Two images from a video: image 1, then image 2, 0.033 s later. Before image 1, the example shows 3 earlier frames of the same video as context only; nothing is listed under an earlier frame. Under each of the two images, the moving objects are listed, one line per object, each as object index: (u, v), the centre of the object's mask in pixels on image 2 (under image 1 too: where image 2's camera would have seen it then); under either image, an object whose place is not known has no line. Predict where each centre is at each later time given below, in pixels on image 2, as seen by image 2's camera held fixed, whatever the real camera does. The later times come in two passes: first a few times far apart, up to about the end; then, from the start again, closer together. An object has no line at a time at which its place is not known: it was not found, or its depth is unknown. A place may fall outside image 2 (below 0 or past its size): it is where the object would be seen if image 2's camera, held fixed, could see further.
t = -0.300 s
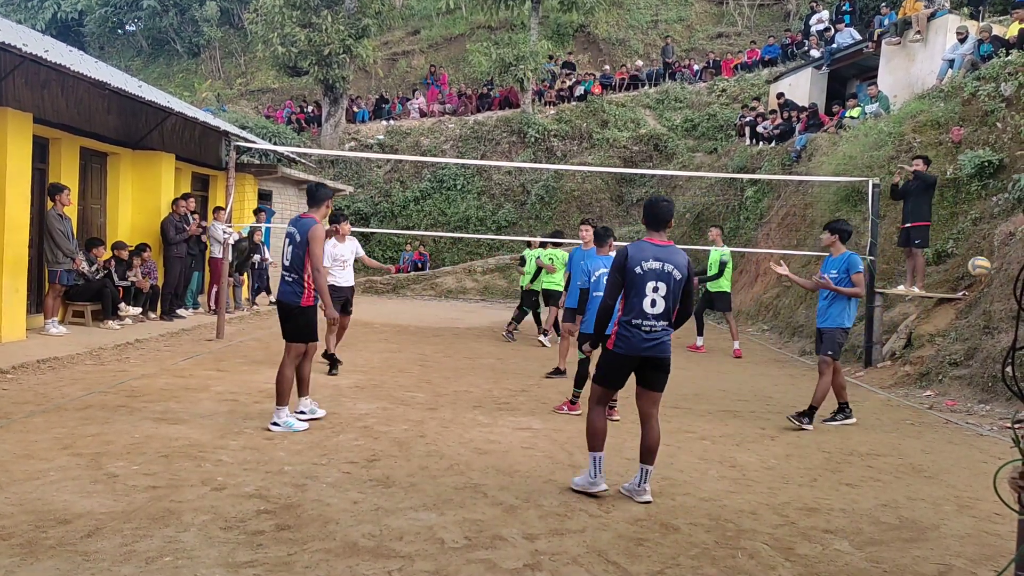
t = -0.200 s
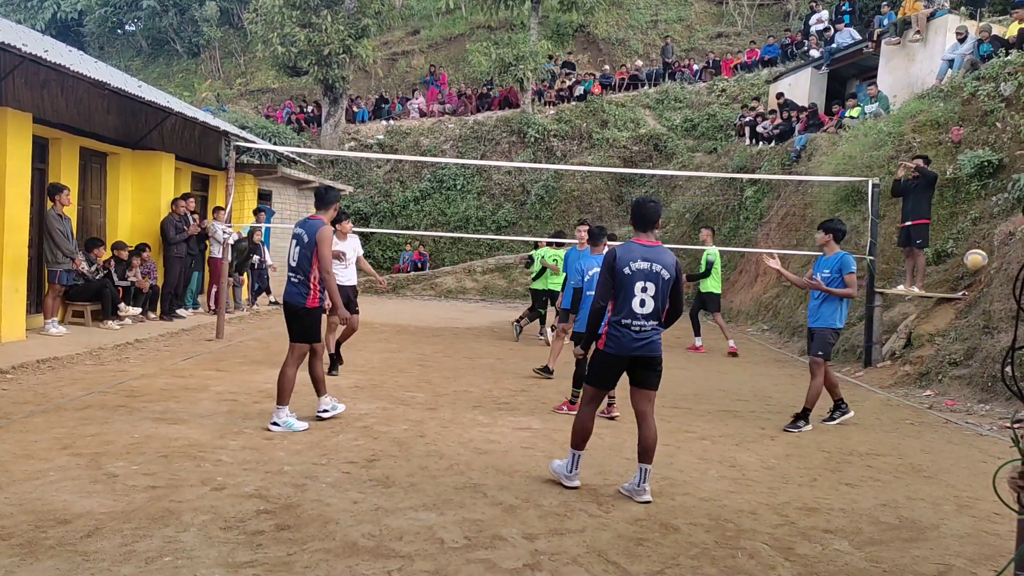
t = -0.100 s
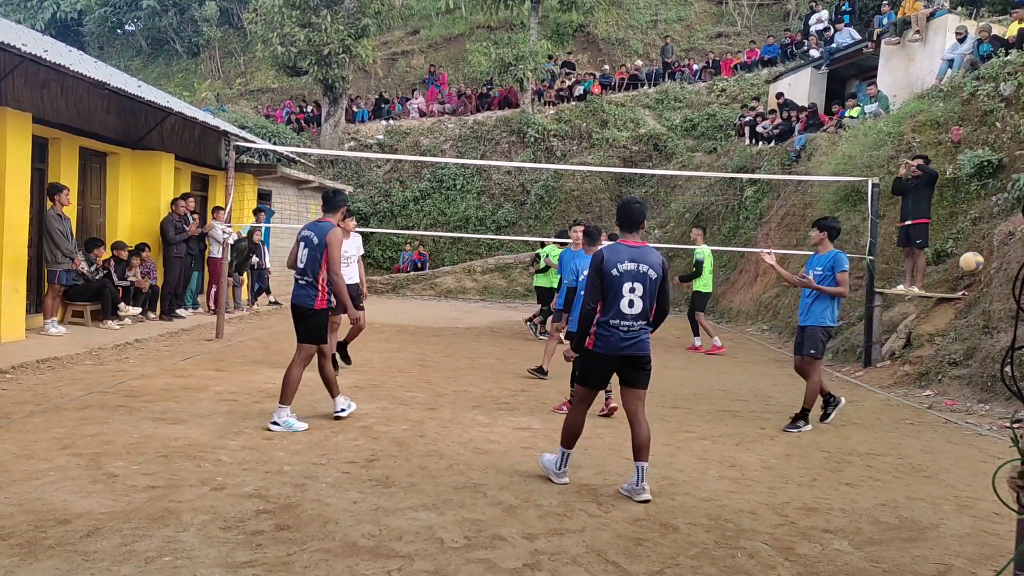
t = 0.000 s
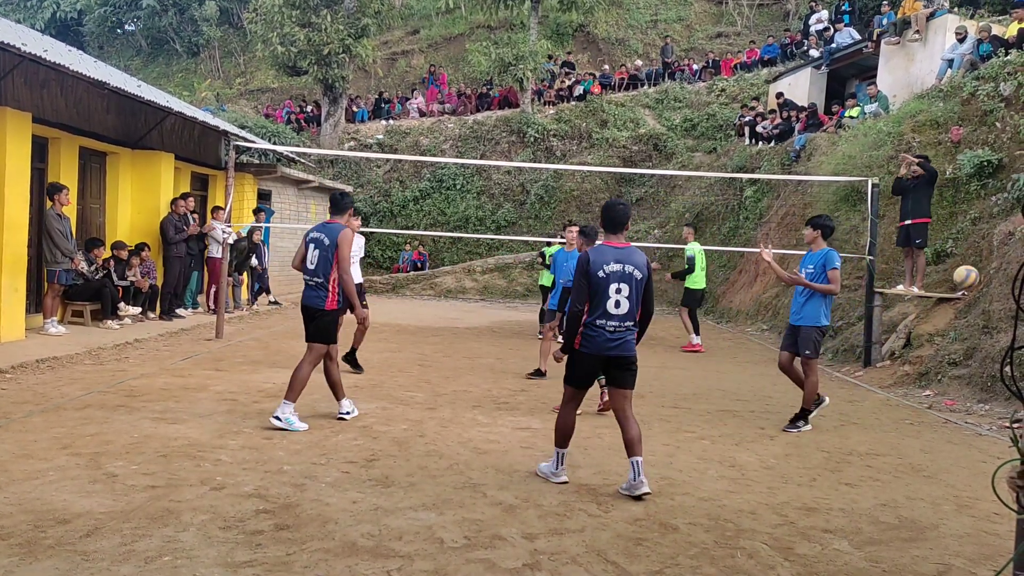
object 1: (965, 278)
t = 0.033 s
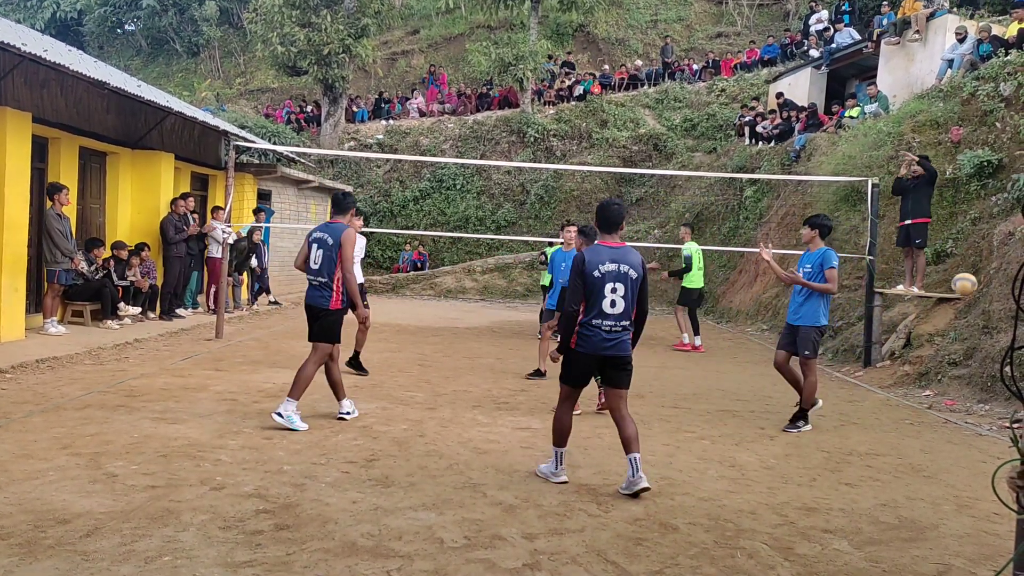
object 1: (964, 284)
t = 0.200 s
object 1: (952, 344)
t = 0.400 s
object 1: (943, 399)
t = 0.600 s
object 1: (960, 329)
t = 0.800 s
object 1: (975, 304)
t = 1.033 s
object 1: (988, 355)
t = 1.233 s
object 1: (996, 501)
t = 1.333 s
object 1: (1004, 515)
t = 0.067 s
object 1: (962, 293)
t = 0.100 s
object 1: (960, 304)
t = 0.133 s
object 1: (957, 314)
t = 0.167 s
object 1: (955, 329)
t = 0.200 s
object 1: (952, 344)
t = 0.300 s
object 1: (943, 399)
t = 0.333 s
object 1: (939, 421)
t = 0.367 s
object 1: (941, 415)
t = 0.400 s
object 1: (943, 399)
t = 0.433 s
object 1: (947, 386)
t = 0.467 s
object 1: (949, 373)
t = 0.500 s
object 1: (953, 360)
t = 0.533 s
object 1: (955, 349)
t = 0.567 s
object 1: (957, 338)
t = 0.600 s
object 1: (960, 329)
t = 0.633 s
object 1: (963, 323)
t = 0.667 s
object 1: (966, 315)
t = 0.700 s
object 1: (968, 310)
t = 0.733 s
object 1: (971, 307)
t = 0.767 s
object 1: (973, 304)
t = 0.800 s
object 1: (975, 304)
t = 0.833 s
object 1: (978, 305)
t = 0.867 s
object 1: (980, 309)
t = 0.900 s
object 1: (982, 313)
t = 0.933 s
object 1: (984, 320)
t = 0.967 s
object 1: (986, 330)
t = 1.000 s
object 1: (988, 342)
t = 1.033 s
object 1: (988, 355)
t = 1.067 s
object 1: (990, 372)
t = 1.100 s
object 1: (993, 391)
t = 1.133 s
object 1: (994, 413)
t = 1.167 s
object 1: (995, 439)
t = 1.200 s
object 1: (995, 465)
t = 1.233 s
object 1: (996, 501)
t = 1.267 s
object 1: (995, 537)
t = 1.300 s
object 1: (999, 530)
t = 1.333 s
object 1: (1004, 515)
